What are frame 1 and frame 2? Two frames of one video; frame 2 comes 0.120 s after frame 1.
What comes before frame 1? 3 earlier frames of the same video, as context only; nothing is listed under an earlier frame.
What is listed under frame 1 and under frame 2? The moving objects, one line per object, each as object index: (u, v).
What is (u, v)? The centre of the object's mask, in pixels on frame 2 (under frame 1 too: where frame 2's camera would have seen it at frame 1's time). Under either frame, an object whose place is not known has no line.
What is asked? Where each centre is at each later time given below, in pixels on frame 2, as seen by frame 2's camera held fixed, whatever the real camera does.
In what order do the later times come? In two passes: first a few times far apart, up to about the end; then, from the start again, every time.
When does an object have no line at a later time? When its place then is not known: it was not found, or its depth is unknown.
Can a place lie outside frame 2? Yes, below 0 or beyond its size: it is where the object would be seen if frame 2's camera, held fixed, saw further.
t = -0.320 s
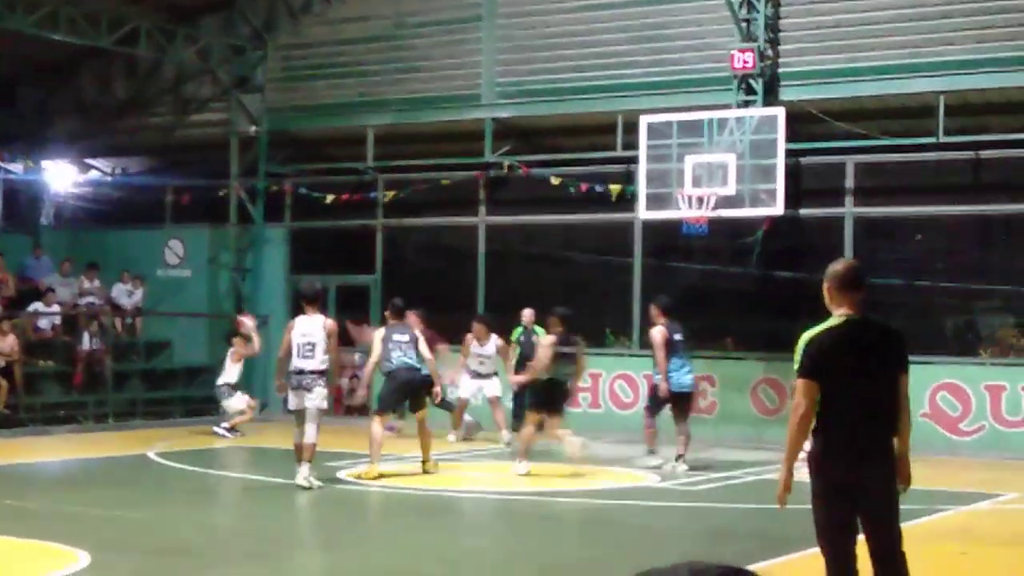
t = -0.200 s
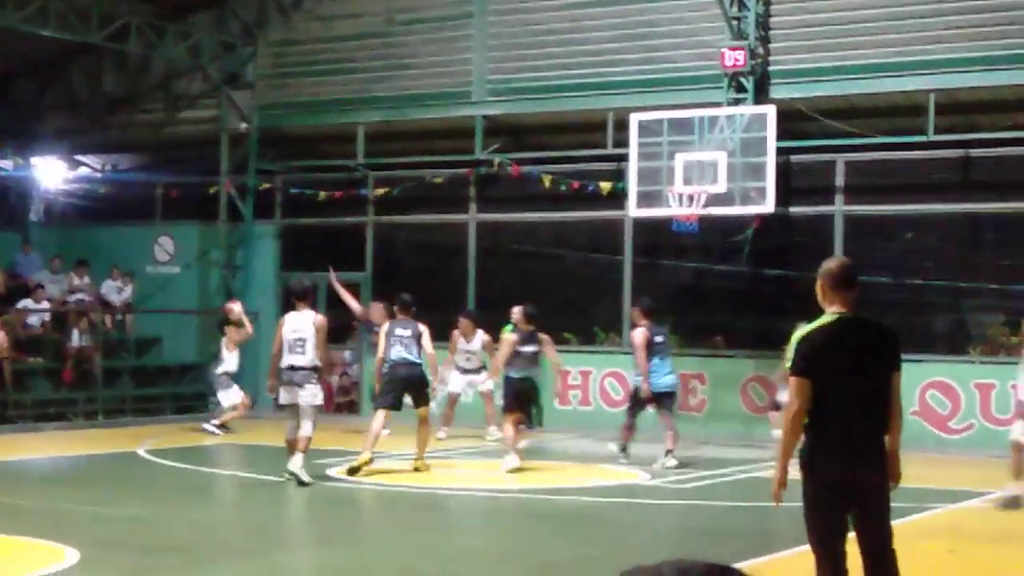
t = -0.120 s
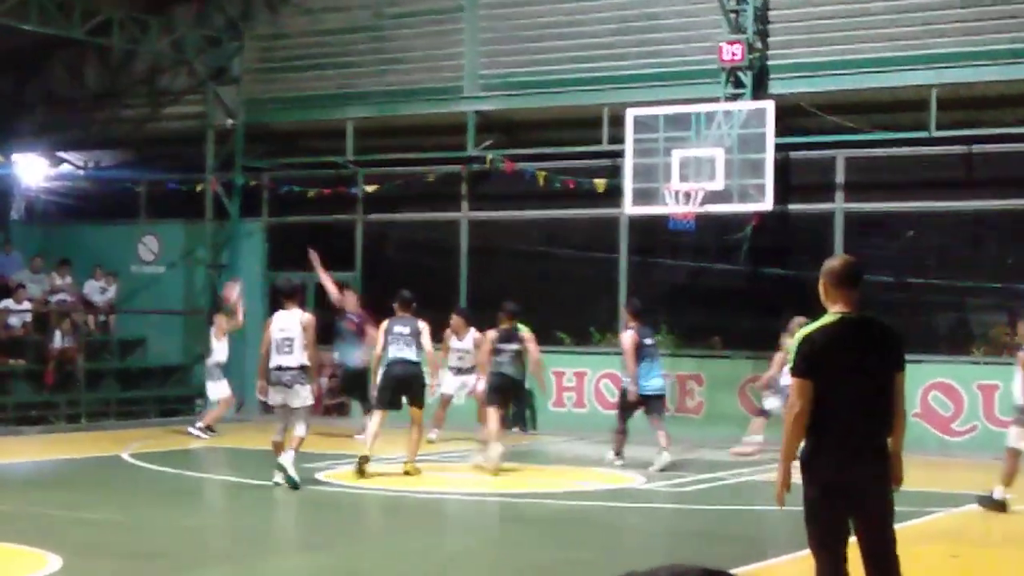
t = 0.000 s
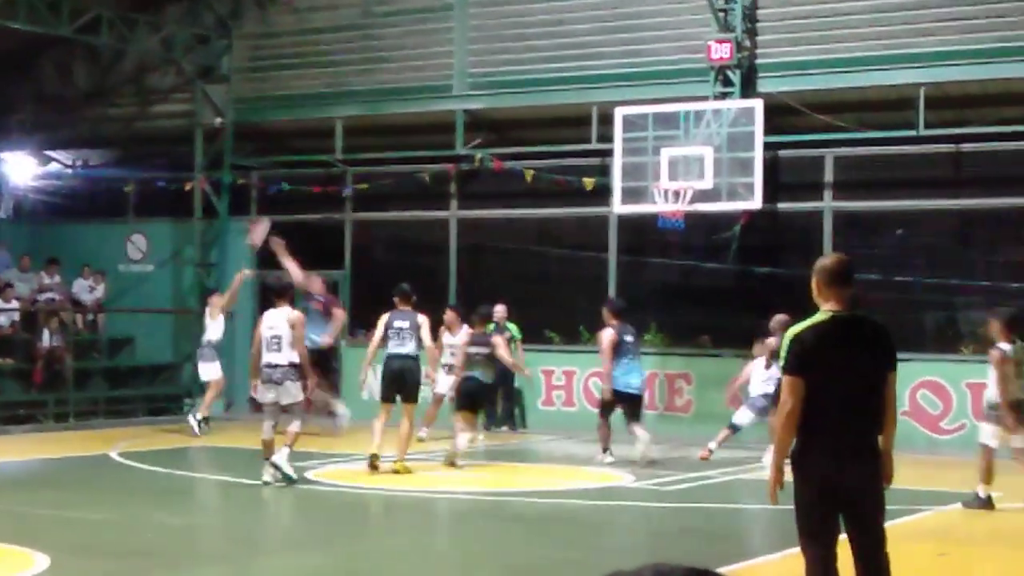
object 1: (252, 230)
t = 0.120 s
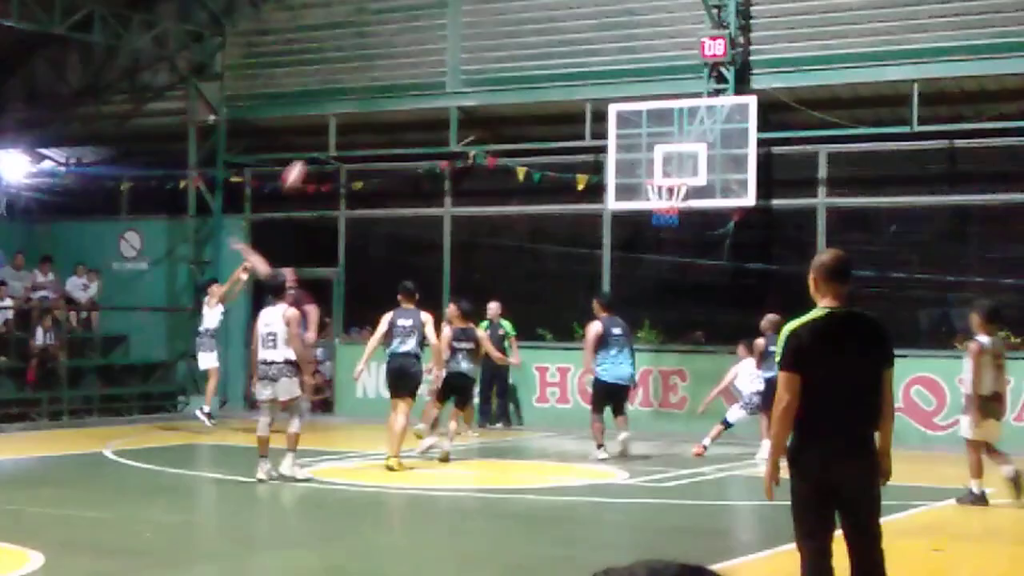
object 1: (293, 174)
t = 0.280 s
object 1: (349, 120)
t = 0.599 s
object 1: (457, 73)
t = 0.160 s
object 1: (307, 159)
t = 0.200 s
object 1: (321, 145)
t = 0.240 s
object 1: (335, 132)
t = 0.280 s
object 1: (349, 120)
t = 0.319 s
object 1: (362, 110)
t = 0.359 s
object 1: (376, 100)
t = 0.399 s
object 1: (389, 92)
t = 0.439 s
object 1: (403, 86)
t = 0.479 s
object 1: (416, 81)
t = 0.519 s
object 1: (431, 77)
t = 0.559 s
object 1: (444, 74)
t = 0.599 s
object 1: (457, 73)
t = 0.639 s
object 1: (471, 73)
